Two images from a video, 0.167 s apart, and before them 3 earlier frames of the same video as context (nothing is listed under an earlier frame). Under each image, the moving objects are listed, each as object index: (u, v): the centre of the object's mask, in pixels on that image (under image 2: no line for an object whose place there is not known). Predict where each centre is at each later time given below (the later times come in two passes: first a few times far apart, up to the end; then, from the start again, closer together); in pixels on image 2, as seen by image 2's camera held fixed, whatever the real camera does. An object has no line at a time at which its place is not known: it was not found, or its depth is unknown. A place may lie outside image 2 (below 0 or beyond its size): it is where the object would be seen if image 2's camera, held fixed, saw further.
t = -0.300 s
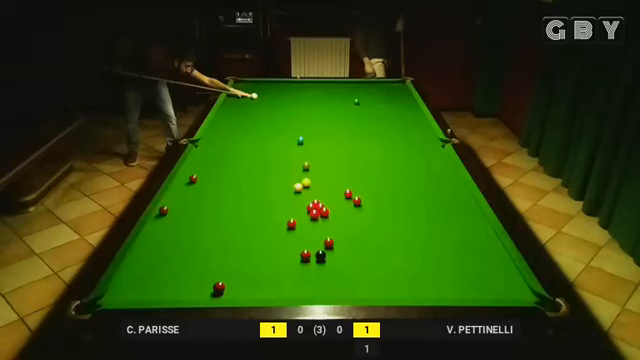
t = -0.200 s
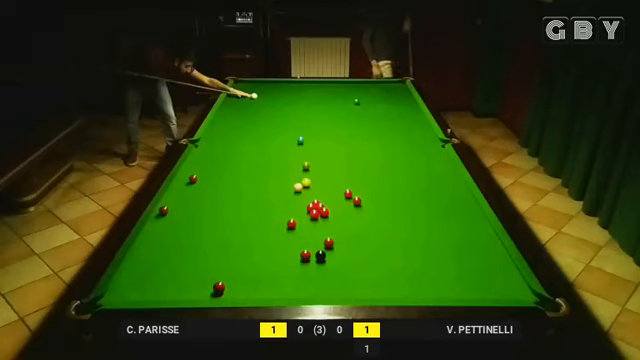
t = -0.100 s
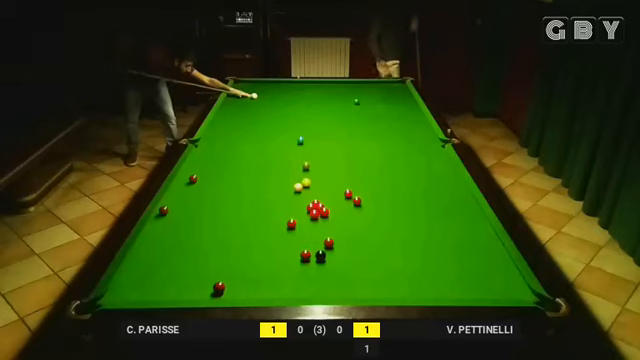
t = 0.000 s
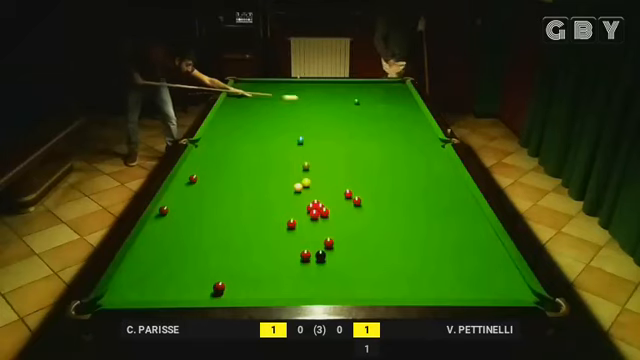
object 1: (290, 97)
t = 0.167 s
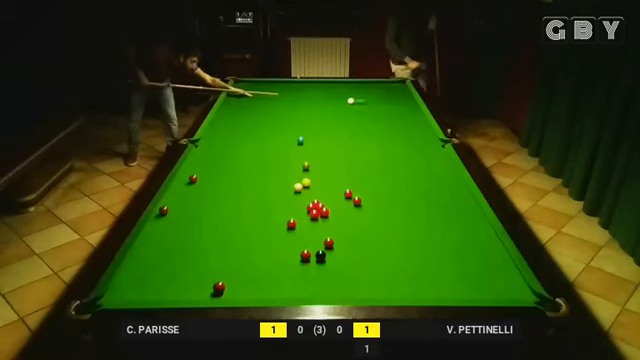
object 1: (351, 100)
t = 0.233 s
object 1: (352, 101)
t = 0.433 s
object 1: (354, 100)
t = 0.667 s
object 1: (356, 99)
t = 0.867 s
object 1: (358, 99)
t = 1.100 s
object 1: (360, 99)
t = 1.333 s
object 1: (361, 99)
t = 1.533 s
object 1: (362, 99)
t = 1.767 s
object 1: (363, 98)
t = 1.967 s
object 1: (363, 98)
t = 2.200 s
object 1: (363, 98)
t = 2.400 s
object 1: (363, 98)
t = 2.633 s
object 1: (363, 98)
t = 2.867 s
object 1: (363, 98)
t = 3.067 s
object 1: (363, 98)
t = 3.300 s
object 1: (363, 98)
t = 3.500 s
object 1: (363, 98)
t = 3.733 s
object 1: (363, 98)
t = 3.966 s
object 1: (363, 98)
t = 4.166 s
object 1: (363, 98)
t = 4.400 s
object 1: (363, 98)
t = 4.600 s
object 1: (363, 98)
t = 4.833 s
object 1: (363, 98)
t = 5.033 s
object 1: (363, 98)
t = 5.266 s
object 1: (363, 98)
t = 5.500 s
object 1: (363, 98)
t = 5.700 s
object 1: (363, 98)
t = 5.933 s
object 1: (363, 98)
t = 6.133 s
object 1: (363, 98)
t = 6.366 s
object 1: (363, 98)
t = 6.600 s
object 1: (363, 98)
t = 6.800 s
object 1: (363, 98)
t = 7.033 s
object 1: (363, 98)
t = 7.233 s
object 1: (363, 98)
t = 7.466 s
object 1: (363, 98)
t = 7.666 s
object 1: (363, 98)
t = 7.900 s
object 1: (363, 98)
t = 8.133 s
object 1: (363, 98)
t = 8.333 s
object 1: (363, 98)
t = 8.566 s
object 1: (363, 98)
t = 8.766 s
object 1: (363, 98)
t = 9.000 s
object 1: (363, 98)
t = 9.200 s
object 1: (363, 98)
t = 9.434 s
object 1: (363, 98)
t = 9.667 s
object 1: (363, 98)
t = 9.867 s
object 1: (363, 98)
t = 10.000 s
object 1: (363, 98)
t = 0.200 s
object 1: (351, 100)
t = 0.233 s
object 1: (352, 101)
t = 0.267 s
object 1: (352, 101)
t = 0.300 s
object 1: (353, 100)
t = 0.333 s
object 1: (353, 100)
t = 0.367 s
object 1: (353, 100)
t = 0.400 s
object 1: (354, 100)
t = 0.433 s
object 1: (354, 100)
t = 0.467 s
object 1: (355, 100)
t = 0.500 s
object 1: (355, 100)
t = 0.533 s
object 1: (355, 100)
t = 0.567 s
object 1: (355, 100)
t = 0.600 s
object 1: (356, 100)
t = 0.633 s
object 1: (356, 100)
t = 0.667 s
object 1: (356, 99)
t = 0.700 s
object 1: (357, 99)
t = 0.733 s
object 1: (357, 99)
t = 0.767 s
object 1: (357, 99)
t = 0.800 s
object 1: (358, 99)
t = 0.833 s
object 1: (358, 99)
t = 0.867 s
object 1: (358, 99)
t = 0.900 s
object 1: (358, 99)
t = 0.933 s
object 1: (359, 99)
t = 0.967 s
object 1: (359, 99)
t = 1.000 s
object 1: (359, 99)
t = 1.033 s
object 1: (360, 99)
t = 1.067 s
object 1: (360, 99)
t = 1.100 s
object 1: (360, 99)
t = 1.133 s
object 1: (360, 99)
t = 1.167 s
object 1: (360, 99)
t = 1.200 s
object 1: (361, 99)
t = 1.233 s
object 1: (361, 99)
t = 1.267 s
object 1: (361, 99)
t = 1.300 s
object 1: (361, 99)
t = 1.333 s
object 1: (361, 99)
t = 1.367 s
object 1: (361, 99)
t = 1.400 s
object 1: (362, 99)
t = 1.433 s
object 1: (362, 99)
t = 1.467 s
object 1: (362, 99)
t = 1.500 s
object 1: (362, 99)
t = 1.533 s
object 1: (362, 99)
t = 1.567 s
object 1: (362, 98)
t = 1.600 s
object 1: (362, 99)
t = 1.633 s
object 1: (362, 98)
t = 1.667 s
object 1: (363, 98)
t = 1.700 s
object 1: (363, 98)
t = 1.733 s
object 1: (363, 98)
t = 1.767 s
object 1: (363, 98)
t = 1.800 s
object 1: (363, 98)
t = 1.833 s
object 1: (363, 98)
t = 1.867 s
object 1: (363, 98)
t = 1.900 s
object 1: (363, 98)
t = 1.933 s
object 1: (363, 98)
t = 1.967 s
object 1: (363, 98)
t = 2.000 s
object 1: (363, 98)
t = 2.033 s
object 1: (363, 98)
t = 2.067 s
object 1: (363, 98)
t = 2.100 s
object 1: (363, 98)
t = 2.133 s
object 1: (363, 98)
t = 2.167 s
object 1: (363, 98)
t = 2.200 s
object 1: (363, 98)
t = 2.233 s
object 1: (363, 98)
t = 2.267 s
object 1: (363, 98)
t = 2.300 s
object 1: (363, 98)
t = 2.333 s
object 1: (363, 98)
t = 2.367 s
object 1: (363, 98)
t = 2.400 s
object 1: (363, 98)
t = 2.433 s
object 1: (363, 98)
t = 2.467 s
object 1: (363, 98)
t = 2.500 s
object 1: (363, 98)
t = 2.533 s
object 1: (363, 98)
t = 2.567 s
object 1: (363, 98)
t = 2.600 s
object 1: (363, 98)
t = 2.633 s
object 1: (363, 98)
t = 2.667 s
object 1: (363, 98)
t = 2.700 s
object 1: (363, 98)
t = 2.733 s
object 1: (363, 98)
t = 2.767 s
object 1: (363, 98)
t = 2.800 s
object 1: (363, 98)
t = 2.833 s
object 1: (363, 98)
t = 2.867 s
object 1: (363, 98)
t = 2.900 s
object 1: (363, 98)
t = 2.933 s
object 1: (363, 98)
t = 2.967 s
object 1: (363, 98)
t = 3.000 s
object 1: (363, 98)
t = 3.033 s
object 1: (363, 98)
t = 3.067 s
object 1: (363, 98)
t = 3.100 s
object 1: (363, 98)
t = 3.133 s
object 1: (363, 98)
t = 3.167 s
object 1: (363, 98)
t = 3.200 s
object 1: (363, 98)
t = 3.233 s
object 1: (363, 98)
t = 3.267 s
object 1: (363, 98)
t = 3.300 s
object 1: (363, 98)
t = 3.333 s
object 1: (363, 98)
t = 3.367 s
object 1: (363, 98)
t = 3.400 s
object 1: (363, 98)
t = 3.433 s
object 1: (363, 98)
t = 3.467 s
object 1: (363, 98)
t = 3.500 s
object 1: (363, 98)
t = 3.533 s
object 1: (363, 98)
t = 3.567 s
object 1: (363, 98)
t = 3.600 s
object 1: (363, 98)
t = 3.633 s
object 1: (363, 98)
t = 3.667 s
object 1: (363, 98)
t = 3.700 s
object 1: (363, 98)
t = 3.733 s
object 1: (363, 98)
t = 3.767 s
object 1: (363, 98)
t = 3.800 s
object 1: (363, 98)
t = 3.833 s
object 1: (363, 98)
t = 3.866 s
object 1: (363, 98)
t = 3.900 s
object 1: (363, 98)
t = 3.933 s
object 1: (363, 98)
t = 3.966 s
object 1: (363, 98)
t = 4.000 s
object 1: (363, 98)
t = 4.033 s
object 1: (363, 98)
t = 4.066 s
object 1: (363, 98)
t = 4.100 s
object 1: (363, 98)
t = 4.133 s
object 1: (363, 98)
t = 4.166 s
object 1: (363, 98)
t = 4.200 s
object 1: (363, 98)
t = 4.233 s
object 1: (363, 98)
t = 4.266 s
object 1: (363, 98)
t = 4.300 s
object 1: (363, 98)
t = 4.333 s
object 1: (363, 98)
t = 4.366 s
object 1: (363, 98)
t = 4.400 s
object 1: (363, 98)
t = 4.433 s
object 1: (363, 98)
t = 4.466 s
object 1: (363, 98)
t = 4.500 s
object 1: (363, 98)
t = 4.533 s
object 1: (363, 98)
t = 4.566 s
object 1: (363, 98)
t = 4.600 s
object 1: (363, 98)
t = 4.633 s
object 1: (363, 98)
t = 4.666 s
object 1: (363, 98)
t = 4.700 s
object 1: (363, 98)
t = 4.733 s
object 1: (363, 98)
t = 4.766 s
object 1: (363, 98)
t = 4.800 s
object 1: (363, 98)
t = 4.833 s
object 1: (363, 98)
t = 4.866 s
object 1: (363, 98)
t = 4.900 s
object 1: (363, 98)
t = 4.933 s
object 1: (363, 98)
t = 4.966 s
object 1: (363, 98)
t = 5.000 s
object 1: (363, 98)
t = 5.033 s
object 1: (363, 98)
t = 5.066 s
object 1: (363, 98)
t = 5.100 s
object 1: (363, 98)
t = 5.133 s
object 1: (363, 98)
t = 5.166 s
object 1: (363, 98)
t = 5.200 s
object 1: (363, 98)
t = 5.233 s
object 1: (363, 98)
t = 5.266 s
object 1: (363, 98)
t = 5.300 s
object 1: (363, 98)
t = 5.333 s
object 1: (363, 98)
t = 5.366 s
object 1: (363, 98)
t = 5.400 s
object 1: (363, 98)
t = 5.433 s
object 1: (363, 98)
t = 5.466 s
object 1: (363, 98)
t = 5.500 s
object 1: (363, 98)
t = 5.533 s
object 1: (363, 98)
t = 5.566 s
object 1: (363, 98)
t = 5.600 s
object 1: (363, 98)
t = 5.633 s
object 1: (363, 98)
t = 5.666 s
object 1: (363, 98)
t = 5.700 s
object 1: (363, 98)
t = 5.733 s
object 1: (363, 98)
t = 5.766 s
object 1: (363, 98)
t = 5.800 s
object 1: (363, 98)
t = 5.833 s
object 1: (363, 98)
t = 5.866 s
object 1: (363, 98)
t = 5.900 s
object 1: (363, 98)
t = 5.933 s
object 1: (363, 98)
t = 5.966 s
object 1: (363, 98)
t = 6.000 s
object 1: (363, 98)
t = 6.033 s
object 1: (363, 98)
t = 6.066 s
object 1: (363, 98)
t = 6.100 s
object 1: (363, 98)
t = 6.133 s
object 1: (363, 98)
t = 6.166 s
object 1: (363, 98)
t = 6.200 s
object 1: (363, 98)
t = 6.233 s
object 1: (363, 98)
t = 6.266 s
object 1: (363, 98)
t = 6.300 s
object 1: (363, 98)
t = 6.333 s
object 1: (363, 98)
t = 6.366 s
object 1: (363, 98)
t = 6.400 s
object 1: (363, 98)
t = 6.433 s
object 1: (363, 98)
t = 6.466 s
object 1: (363, 98)
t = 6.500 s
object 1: (363, 98)
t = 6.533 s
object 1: (363, 98)
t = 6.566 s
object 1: (363, 98)
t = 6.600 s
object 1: (363, 98)
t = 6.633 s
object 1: (363, 98)
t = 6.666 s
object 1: (363, 98)
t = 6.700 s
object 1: (363, 98)
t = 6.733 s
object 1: (363, 98)
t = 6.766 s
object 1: (363, 98)
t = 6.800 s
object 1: (363, 98)
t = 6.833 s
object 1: (363, 98)
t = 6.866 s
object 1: (363, 98)
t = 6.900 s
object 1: (363, 98)
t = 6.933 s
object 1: (363, 98)
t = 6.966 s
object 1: (363, 98)
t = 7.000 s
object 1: (363, 98)
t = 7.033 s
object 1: (363, 98)
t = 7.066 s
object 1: (363, 98)
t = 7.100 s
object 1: (363, 98)
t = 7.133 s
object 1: (363, 98)
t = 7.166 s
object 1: (363, 98)
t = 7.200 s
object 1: (363, 98)
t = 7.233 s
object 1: (363, 98)
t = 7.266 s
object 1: (363, 98)
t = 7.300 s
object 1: (363, 98)
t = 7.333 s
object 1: (363, 98)
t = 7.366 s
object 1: (363, 98)
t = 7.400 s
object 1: (363, 98)
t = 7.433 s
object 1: (363, 98)
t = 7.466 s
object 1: (363, 98)
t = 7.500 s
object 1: (363, 98)
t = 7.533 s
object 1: (363, 98)
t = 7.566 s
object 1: (363, 98)
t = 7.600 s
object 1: (363, 98)
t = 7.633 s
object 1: (363, 98)
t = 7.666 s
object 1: (363, 98)
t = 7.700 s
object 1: (363, 98)
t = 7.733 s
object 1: (363, 98)
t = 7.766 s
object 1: (363, 98)
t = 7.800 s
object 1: (363, 98)
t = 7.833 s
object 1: (363, 98)
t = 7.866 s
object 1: (363, 98)
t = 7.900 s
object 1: (363, 98)
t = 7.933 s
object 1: (363, 98)
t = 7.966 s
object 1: (363, 98)
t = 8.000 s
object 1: (363, 98)
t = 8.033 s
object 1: (363, 98)
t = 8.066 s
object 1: (363, 98)
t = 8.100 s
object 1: (363, 98)
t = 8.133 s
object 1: (363, 98)
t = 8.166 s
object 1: (363, 98)
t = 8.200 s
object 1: (363, 98)
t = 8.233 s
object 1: (363, 98)
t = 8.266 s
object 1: (363, 98)
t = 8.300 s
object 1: (363, 98)
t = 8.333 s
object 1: (363, 98)
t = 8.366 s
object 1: (363, 98)
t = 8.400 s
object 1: (363, 98)
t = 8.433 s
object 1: (363, 98)
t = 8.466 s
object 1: (363, 98)
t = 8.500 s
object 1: (363, 98)
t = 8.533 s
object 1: (363, 98)
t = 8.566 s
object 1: (363, 98)
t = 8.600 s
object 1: (363, 98)
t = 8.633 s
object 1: (363, 98)
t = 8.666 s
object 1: (363, 98)
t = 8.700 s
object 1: (363, 98)
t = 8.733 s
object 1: (363, 98)
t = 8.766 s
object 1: (363, 98)
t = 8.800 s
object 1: (363, 98)
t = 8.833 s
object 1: (363, 98)
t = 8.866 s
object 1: (363, 98)
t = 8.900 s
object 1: (363, 98)
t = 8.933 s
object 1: (363, 98)
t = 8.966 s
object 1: (363, 98)
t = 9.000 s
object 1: (363, 98)
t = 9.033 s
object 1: (363, 98)
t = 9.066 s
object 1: (363, 98)
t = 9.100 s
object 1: (363, 98)
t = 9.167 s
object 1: (363, 98)
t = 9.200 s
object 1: (363, 98)
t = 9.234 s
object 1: (363, 98)
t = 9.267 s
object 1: (363, 98)
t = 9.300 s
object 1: (363, 98)
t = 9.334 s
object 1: (363, 98)
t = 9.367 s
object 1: (363, 98)
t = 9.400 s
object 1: (363, 98)
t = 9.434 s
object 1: (363, 98)
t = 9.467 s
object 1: (363, 98)
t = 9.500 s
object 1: (363, 98)
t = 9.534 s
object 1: (363, 98)
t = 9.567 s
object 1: (363, 98)
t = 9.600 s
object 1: (363, 98)
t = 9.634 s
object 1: (363, 98)
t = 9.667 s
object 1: (363, 98)
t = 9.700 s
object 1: (363, 98)
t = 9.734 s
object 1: (363, 98)
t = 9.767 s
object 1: (363, 98)
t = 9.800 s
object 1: (363, 98)
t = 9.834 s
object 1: (363, 98)
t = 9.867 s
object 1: (363, 98)
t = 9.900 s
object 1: (363, 98)
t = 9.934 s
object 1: (363, 98)
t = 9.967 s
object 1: (363, 98)
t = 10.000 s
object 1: (363, 98)
